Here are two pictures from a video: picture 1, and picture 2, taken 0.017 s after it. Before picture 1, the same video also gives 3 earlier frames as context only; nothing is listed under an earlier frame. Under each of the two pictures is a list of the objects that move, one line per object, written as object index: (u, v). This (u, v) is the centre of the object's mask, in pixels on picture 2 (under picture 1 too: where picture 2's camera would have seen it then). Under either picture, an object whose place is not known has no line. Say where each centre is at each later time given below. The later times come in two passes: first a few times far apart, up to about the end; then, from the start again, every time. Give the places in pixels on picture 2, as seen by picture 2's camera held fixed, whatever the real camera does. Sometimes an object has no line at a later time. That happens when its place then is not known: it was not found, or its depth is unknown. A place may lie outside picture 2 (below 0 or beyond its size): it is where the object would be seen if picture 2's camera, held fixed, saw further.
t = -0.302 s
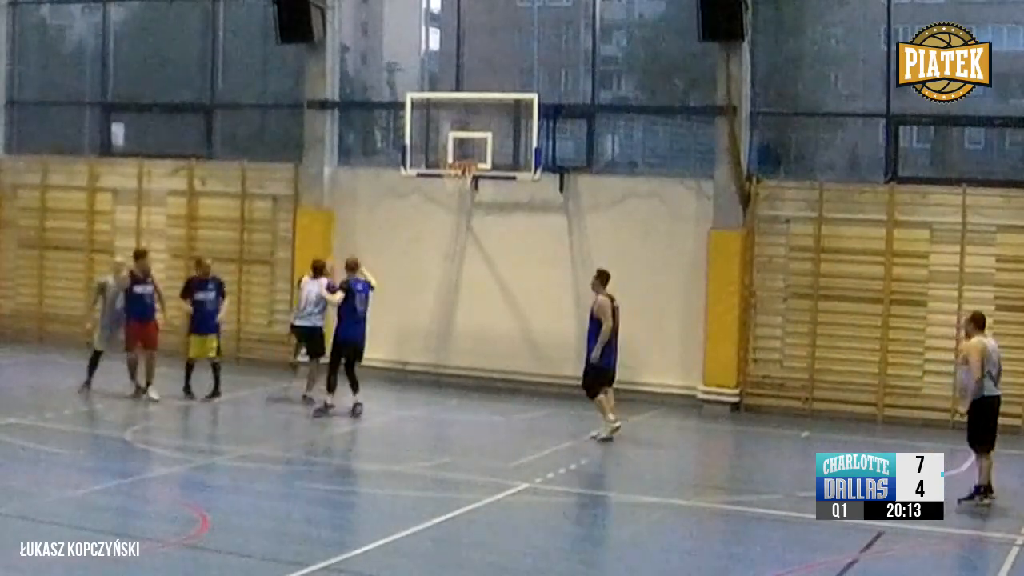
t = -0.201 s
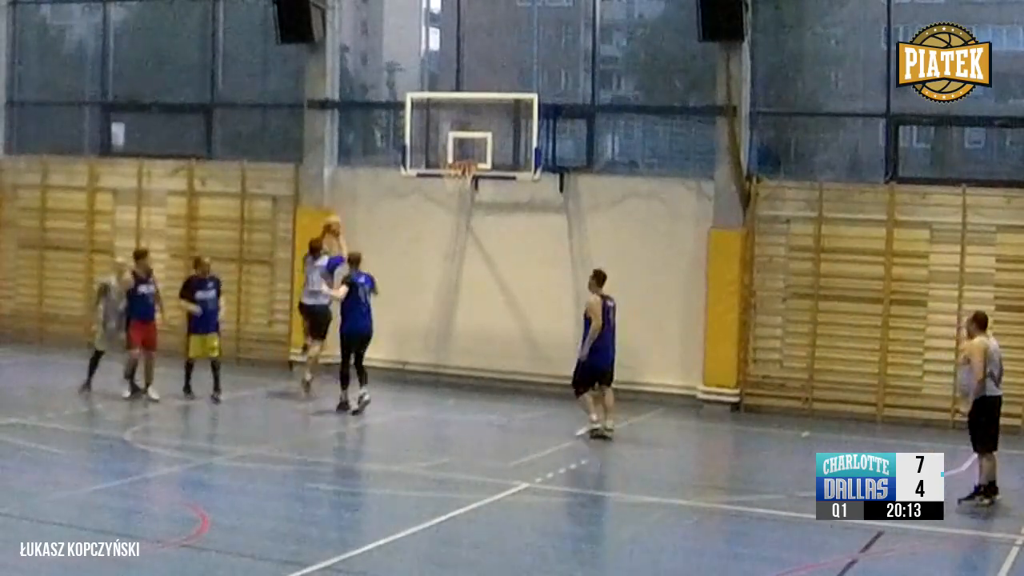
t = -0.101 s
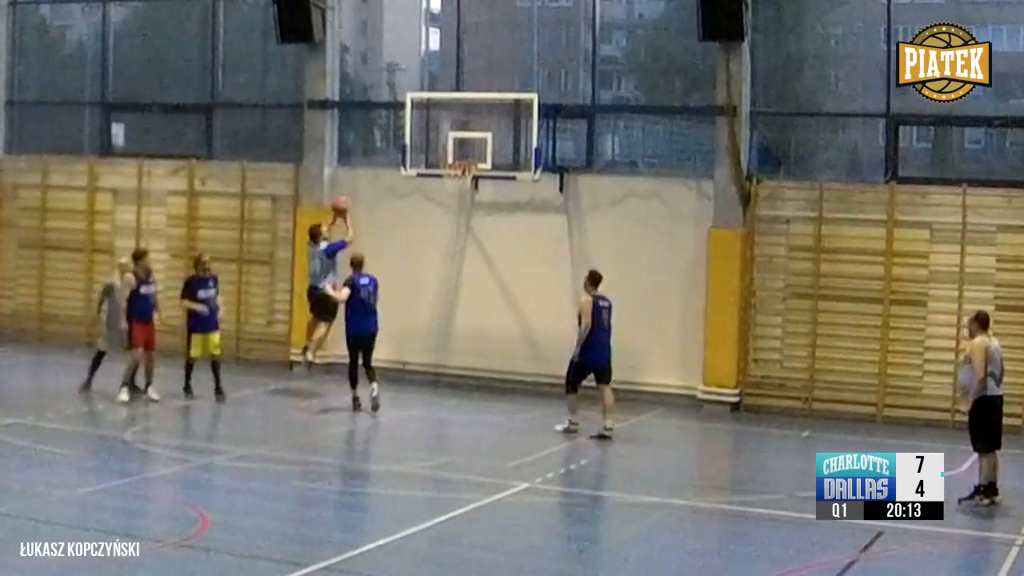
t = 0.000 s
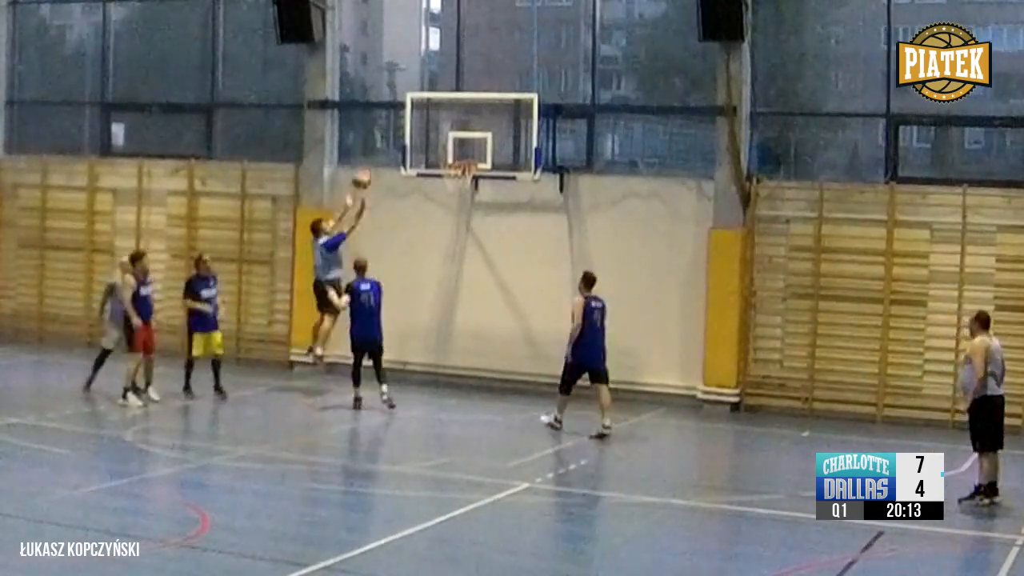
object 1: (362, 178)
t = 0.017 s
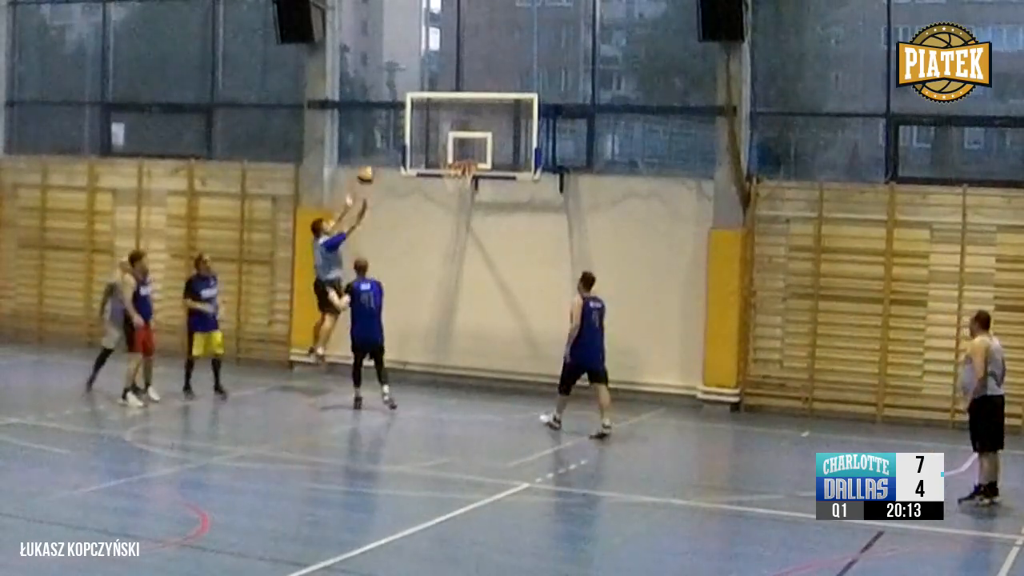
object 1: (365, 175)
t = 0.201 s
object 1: (411, 138)
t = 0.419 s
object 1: (442, 136)
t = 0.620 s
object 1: (454, 157)
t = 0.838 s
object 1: (469, 185)
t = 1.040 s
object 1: (465, 226)
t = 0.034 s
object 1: (369, 170)
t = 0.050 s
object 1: (374, 166)
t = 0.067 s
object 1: (378, 162)
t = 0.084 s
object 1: (383, 158)
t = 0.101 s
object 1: (386, 155)
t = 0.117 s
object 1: (389, 151)
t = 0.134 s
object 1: (393, 147)
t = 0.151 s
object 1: (398, 145)
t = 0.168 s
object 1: (401, 143)
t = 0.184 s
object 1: (406, 140)
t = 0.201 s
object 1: (411, 138)
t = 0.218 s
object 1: (412, 135)
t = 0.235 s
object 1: (419, 134)
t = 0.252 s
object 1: (422, 132)
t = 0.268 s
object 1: (426, 132)
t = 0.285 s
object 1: (429, 130)
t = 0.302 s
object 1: (433, 130)
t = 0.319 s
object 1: (438, 130)
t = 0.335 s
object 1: (440, 131)
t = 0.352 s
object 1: (440, 131)
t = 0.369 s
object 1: (440, 132)
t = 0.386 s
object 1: (441, 132)
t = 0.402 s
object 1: (442, 134)
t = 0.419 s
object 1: (442, 136)
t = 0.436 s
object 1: (443, 137)
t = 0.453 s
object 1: (443, 139)
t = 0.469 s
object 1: (444, 140)
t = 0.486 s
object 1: (444, 142)
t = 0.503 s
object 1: (446, 145)
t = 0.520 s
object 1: (446, 147)
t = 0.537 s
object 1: (447, 150)
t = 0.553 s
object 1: (447, 153)
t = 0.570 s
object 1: (448, 154)
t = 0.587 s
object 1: (449, 155)
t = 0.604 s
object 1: (451, 156)
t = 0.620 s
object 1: (454, 157)
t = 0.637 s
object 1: (454, 159)
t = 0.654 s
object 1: (456, 160)
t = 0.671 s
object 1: (459, 162)
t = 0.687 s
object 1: (460, 163)
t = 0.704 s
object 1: (465, 167)
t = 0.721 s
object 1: (464, 168)
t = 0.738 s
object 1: (467, 171)
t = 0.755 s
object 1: (468, 173)
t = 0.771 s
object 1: (468, 174)
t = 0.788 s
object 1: (468, 174)
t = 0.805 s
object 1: (468, 175)
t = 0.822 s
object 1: (468, 180)
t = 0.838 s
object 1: (469, 185)
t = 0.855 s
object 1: (468, 187)
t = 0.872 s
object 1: (468, 189)
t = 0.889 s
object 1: (468, 190)
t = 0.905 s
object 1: (467, 194)
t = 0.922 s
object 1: (467, 198)
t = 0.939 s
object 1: (467, 202)
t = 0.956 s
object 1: (466, 205)
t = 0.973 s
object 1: (466, 208)
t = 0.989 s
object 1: (466, 213)
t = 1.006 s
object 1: (465, 217)
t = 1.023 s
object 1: (465, 221)
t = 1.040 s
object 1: (465, 226)
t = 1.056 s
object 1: (465, 231)
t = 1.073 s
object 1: (464, 236)
